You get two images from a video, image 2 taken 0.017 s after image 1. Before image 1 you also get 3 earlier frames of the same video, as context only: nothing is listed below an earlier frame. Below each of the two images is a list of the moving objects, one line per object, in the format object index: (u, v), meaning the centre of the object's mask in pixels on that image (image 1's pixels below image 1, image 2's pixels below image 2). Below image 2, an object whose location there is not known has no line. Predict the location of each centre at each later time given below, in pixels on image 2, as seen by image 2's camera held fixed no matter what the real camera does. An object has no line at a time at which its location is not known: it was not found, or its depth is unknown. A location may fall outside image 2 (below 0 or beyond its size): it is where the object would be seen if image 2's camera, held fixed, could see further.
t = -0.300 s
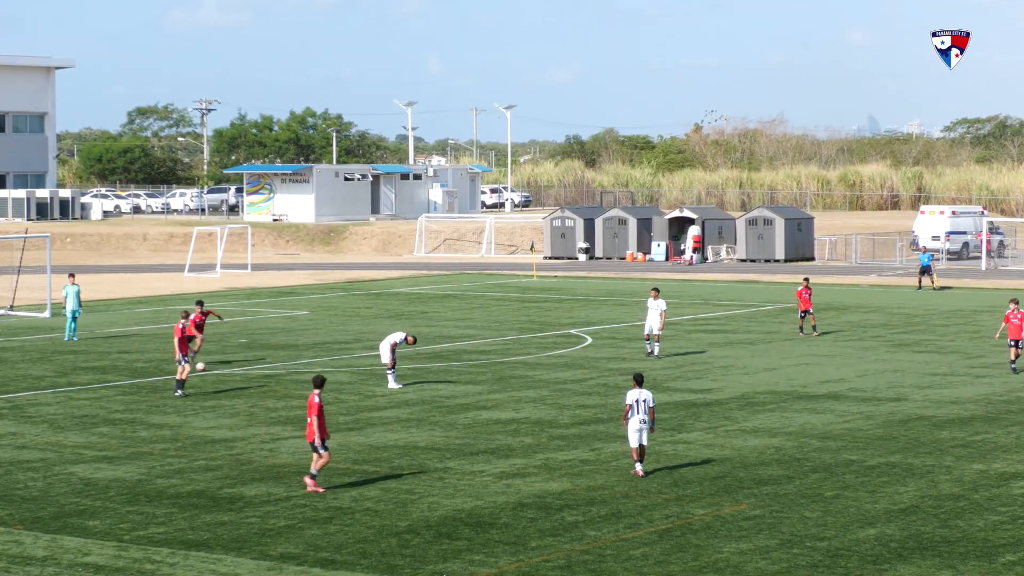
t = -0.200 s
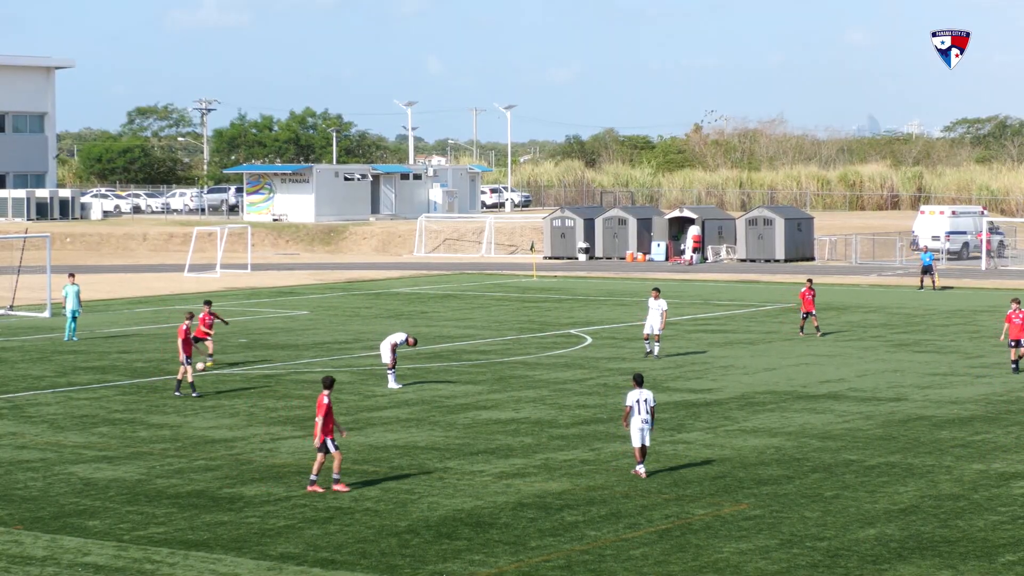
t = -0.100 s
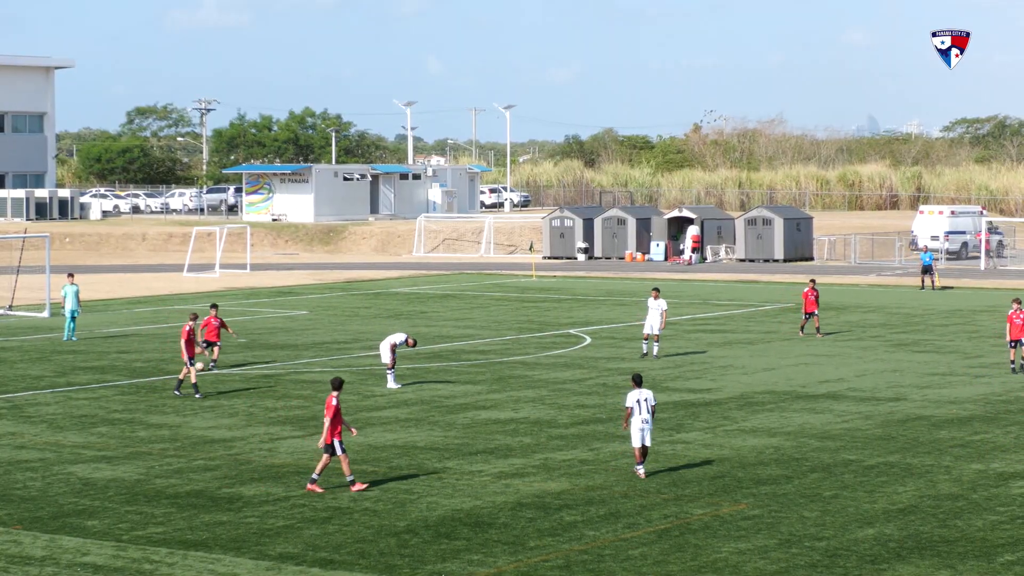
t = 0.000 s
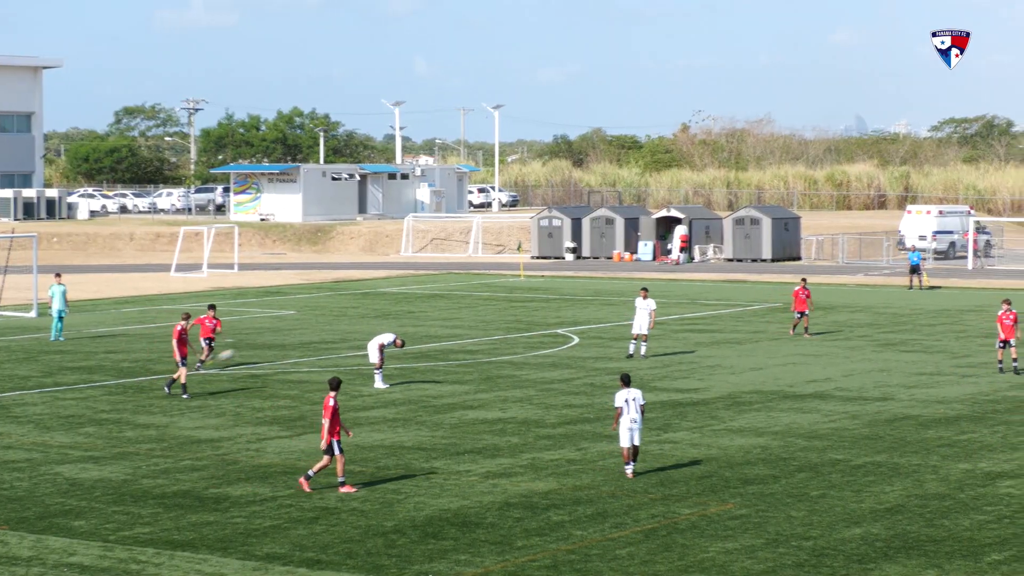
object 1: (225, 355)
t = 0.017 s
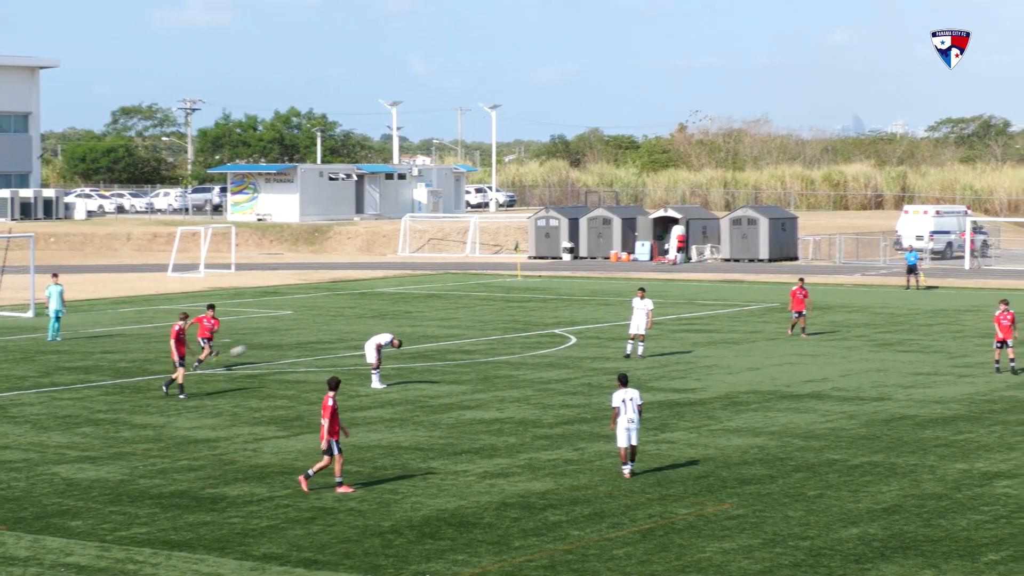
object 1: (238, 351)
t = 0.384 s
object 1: (563, 266)
